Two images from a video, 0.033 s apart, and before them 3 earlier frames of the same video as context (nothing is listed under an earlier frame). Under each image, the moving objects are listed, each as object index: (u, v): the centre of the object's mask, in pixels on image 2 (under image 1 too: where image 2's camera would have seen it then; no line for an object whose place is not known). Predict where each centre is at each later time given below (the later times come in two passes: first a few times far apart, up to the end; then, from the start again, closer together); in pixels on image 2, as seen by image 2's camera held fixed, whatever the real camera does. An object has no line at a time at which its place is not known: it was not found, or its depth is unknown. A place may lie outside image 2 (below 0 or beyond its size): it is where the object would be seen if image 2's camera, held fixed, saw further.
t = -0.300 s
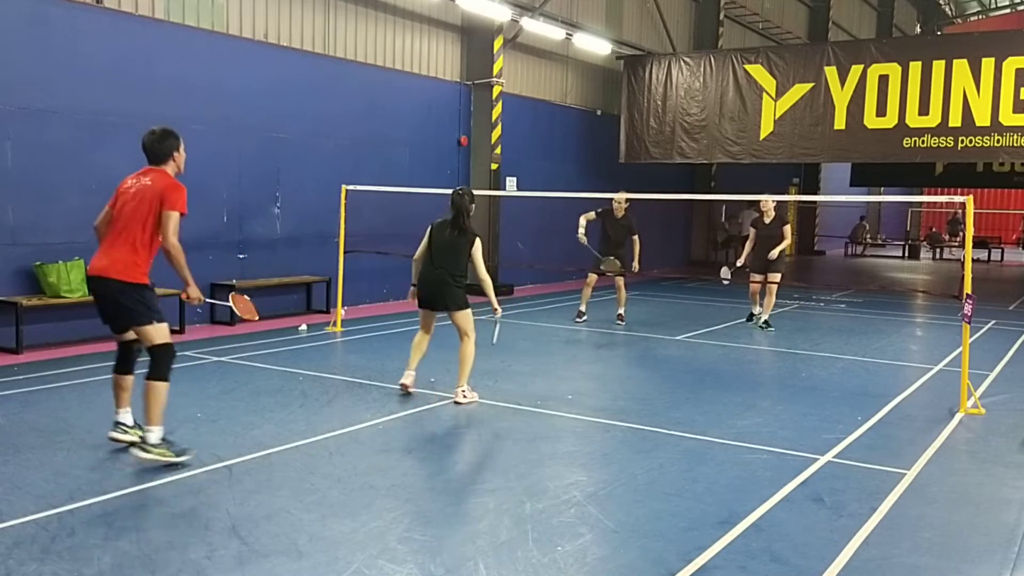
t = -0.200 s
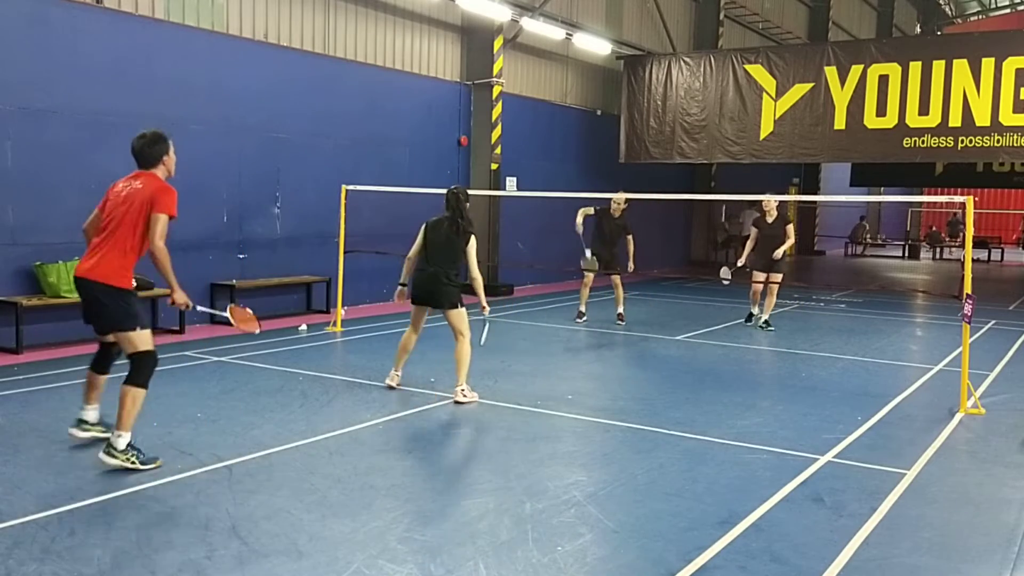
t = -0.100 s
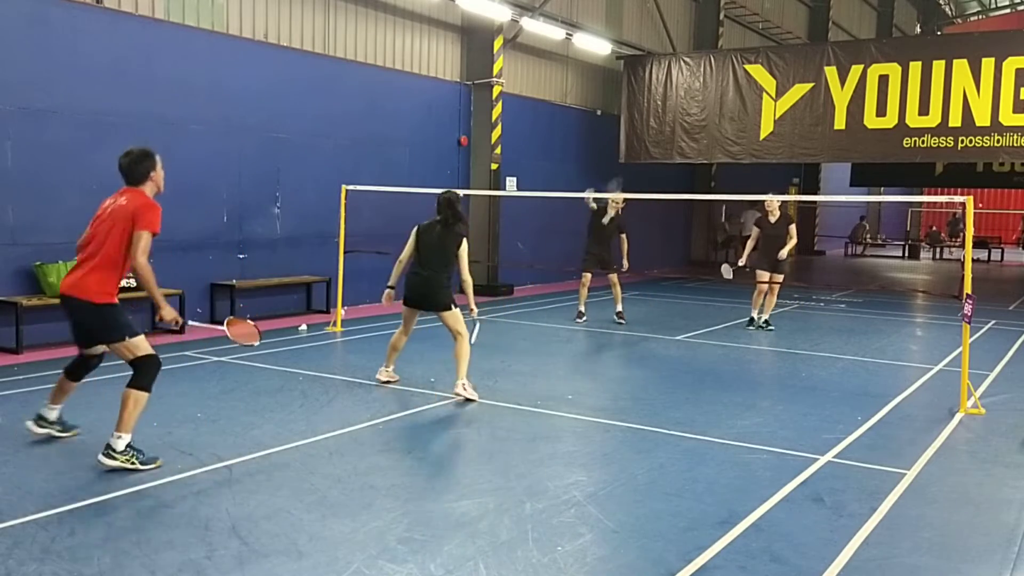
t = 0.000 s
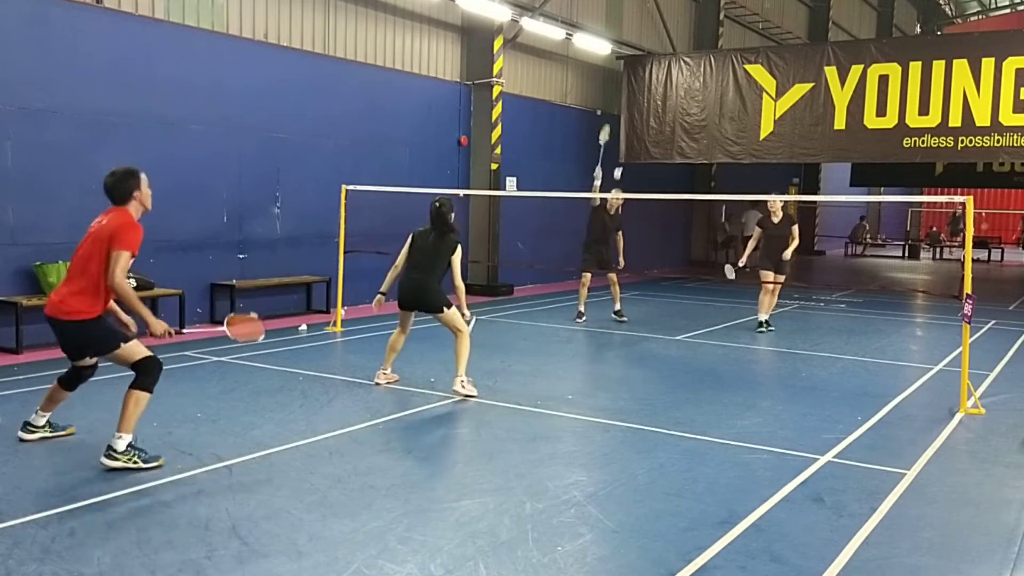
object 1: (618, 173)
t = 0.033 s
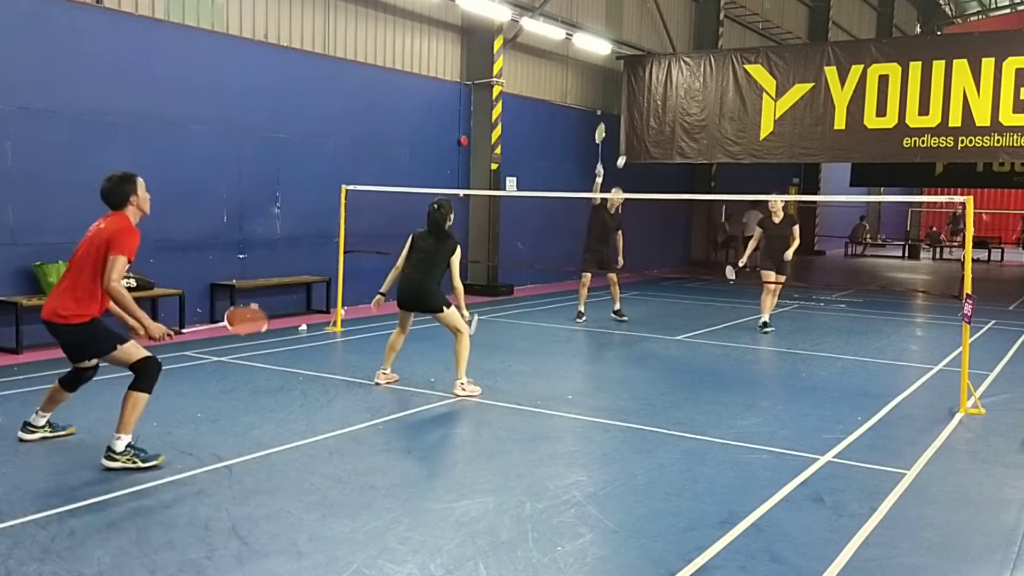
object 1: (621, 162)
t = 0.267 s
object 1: (649, 113)
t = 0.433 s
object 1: (664, 117)
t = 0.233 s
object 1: (645, 116)
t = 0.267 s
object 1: (649, 113)
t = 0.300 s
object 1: (652, 111)
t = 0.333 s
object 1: (655, 110)
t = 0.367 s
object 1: (658, 111)
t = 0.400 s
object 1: (661, 113)
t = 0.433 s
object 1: (664, 117)
